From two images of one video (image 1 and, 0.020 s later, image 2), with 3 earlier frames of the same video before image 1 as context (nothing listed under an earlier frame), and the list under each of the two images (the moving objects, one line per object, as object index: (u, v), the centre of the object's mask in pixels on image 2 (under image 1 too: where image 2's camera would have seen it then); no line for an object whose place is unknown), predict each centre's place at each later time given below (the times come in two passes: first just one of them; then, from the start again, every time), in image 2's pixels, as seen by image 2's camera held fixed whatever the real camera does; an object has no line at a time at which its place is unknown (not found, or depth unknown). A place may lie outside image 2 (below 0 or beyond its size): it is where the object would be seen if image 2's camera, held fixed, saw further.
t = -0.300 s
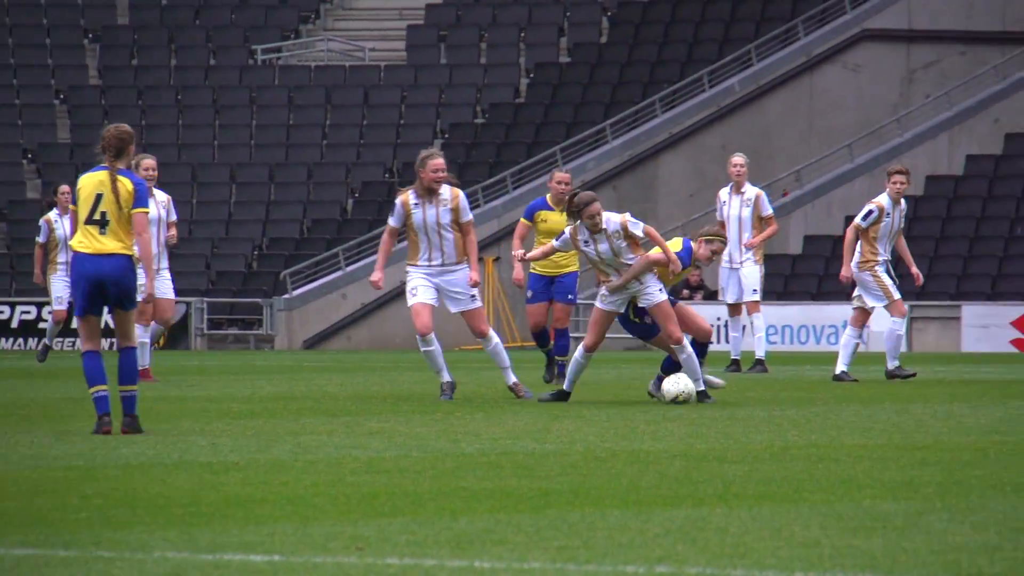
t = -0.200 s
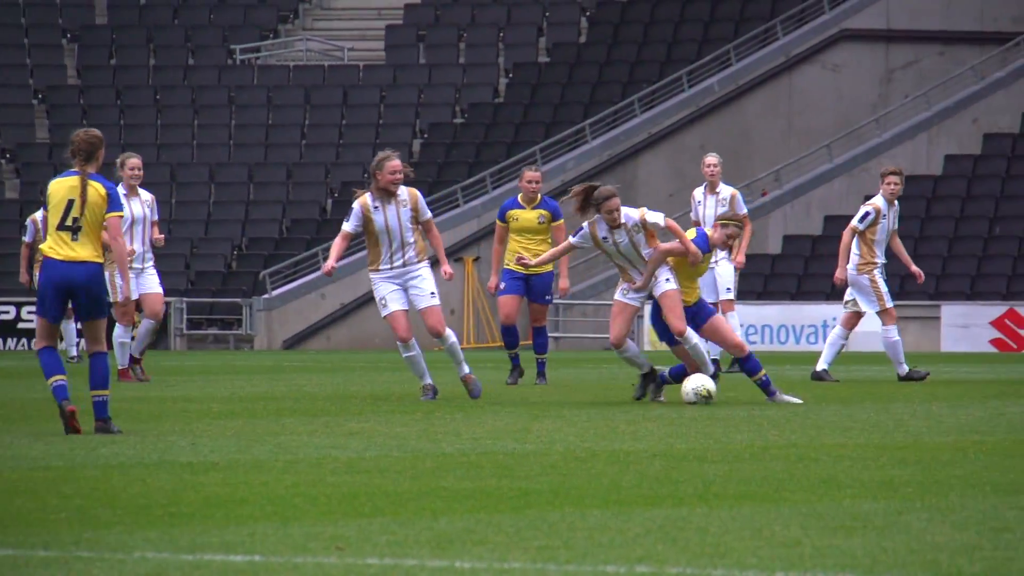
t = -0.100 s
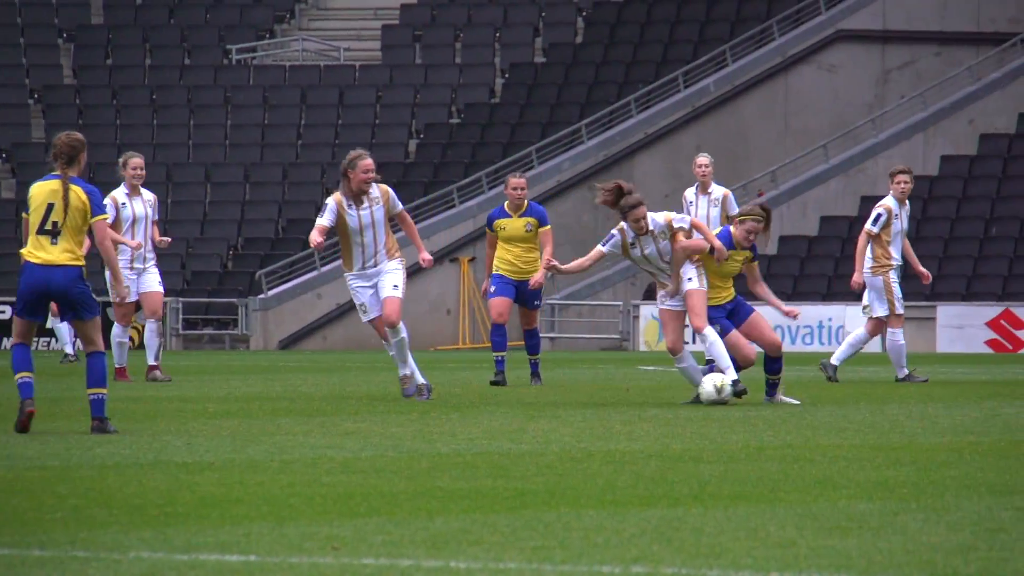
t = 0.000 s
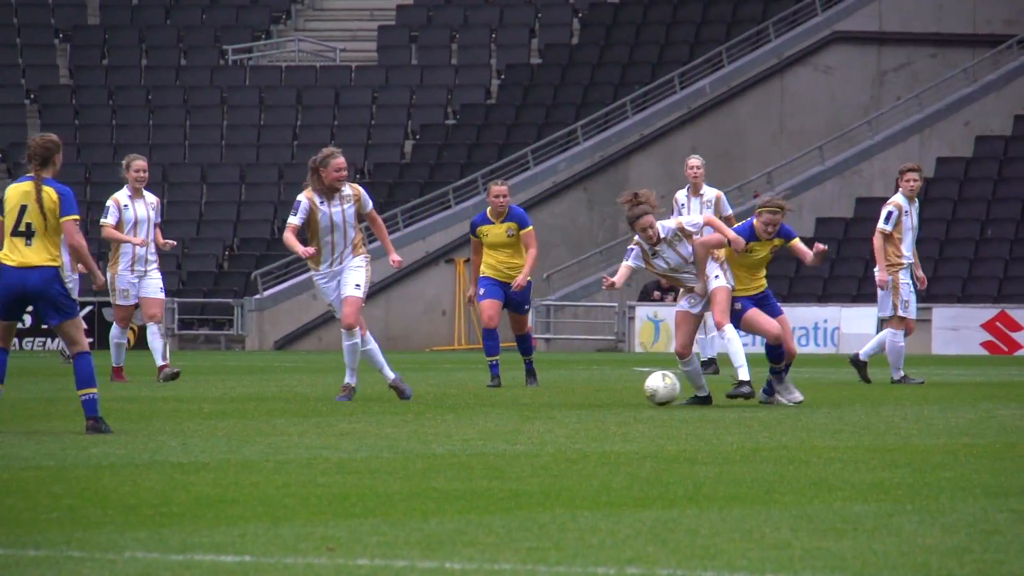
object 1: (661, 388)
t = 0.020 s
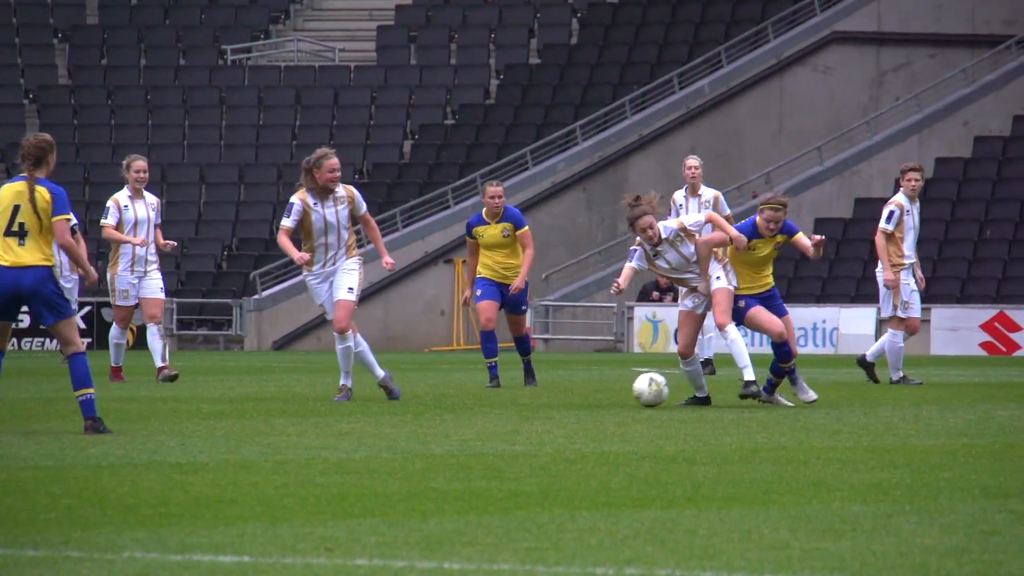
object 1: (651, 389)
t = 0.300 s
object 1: (540, 393)
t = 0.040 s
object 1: (640, 391)
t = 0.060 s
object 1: (629, 392)
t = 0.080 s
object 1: (620, 392)
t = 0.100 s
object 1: (612, 391)
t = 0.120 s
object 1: (605, 390)
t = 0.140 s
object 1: (597, 390)
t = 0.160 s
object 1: (589, 390)
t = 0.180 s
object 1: (581, 390)
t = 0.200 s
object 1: (573, 392)
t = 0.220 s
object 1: (565, 393)
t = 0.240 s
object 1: (557, 395)
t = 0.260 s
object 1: (551, 393)
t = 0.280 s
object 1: (546, 393)
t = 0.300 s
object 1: (540, 393)
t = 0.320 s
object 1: (534, 393)
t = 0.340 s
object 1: (529, 393)
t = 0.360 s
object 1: (523, 394)
